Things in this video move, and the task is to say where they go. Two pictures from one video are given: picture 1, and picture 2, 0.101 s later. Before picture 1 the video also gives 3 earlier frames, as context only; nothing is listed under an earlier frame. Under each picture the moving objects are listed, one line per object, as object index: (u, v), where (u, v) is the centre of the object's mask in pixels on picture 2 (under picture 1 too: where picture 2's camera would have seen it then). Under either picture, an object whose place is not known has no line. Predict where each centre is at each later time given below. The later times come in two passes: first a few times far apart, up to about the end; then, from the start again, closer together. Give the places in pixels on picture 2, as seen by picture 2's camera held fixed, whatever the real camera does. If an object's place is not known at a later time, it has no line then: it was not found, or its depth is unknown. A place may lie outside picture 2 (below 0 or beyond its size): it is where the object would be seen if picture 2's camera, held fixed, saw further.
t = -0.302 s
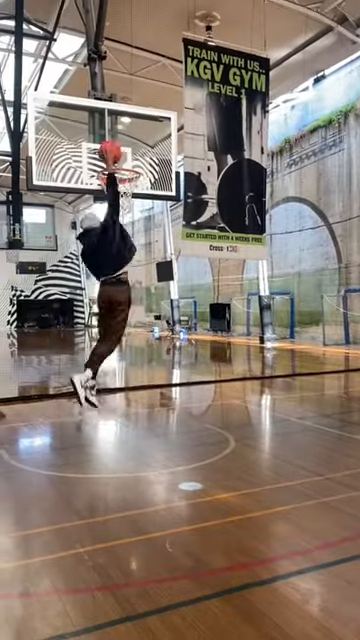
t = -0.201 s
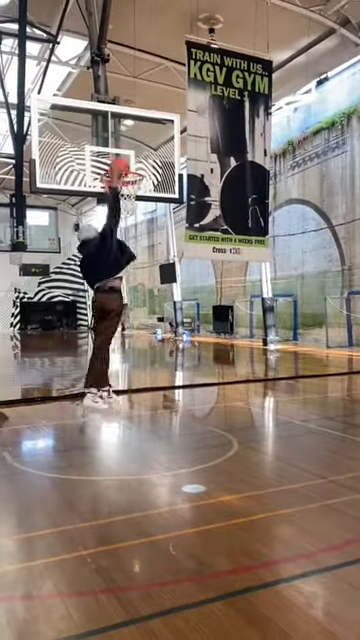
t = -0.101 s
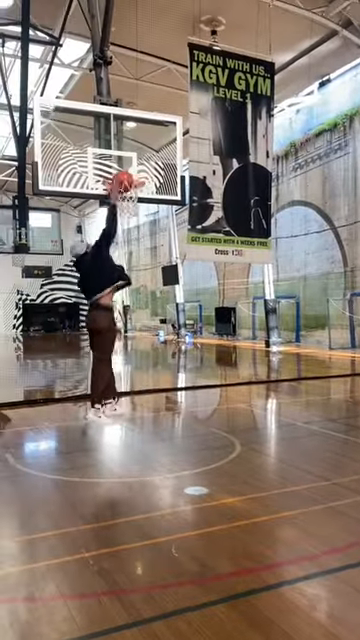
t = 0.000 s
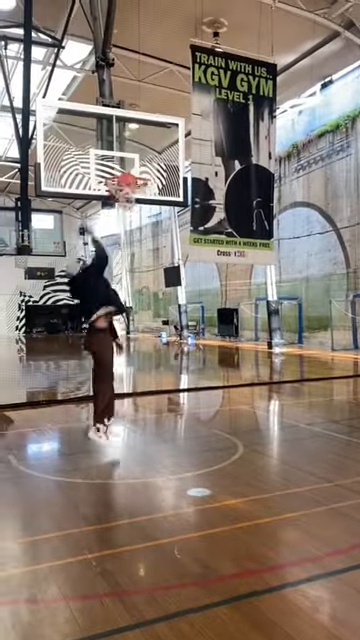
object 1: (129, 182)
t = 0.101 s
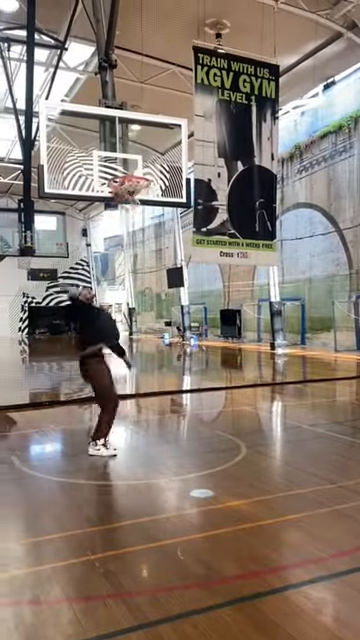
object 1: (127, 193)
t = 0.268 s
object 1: (132, 214)
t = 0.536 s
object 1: (131, 241)
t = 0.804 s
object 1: (134, 327)
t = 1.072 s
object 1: (135, 416)
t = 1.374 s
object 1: (135, 305)
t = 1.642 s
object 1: (134, 268)
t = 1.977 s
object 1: (130, 313)
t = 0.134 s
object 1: (128, 194)
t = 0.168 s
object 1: (135, 190)
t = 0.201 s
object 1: (135, 194)
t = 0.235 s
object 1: (132, 204)
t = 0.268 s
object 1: (132, 214)
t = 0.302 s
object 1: (130, 219)
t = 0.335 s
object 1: (131, 220)
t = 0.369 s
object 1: (130, 220)
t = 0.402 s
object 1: (130, 222)
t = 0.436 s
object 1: (131, 224)
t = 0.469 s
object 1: (131, 229)
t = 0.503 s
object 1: (131, 235)
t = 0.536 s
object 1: (131, 241)
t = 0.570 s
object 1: (131, 248)
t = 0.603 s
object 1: (131, 258)
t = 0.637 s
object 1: (132, 267)
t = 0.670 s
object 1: (132, 277)
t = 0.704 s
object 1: (133, 289)
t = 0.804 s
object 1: (134, 327)
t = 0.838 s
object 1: (134, 342)
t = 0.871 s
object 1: (134, 357)
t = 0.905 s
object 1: (135, 374)
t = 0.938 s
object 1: (135, 392)
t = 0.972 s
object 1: (135, 410)
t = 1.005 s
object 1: (135, 430)
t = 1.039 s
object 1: (135, 431)
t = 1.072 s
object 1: (135, 416)
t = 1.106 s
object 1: (136, 400)
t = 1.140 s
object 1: (135, 385)
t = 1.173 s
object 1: (136, 370)
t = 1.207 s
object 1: (135, 357)
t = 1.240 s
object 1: (136, 344)
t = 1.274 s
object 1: (136, 334)
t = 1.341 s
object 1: (135, 314)
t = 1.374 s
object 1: (135, 305)
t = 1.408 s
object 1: (135, 297)
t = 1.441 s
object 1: (135, 290)
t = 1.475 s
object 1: (135, 284)
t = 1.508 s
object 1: (135, 279)
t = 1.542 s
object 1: (135, 274)
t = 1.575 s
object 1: (134, 271)
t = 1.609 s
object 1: (134, 269)
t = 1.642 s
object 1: (134, 268)
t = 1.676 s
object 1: (134, 268)
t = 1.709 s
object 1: (134, 268)
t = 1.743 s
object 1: (133, 270)
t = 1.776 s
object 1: (132, 273)
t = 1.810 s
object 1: (131, 277)
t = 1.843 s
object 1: (129, 282)
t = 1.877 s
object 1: (131, 287)
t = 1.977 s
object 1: (130, 313)
